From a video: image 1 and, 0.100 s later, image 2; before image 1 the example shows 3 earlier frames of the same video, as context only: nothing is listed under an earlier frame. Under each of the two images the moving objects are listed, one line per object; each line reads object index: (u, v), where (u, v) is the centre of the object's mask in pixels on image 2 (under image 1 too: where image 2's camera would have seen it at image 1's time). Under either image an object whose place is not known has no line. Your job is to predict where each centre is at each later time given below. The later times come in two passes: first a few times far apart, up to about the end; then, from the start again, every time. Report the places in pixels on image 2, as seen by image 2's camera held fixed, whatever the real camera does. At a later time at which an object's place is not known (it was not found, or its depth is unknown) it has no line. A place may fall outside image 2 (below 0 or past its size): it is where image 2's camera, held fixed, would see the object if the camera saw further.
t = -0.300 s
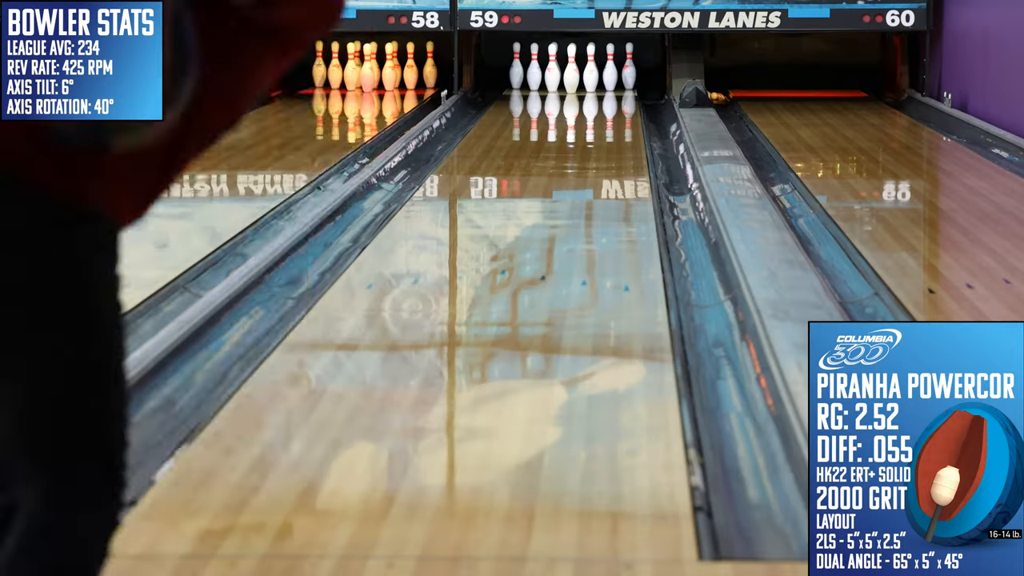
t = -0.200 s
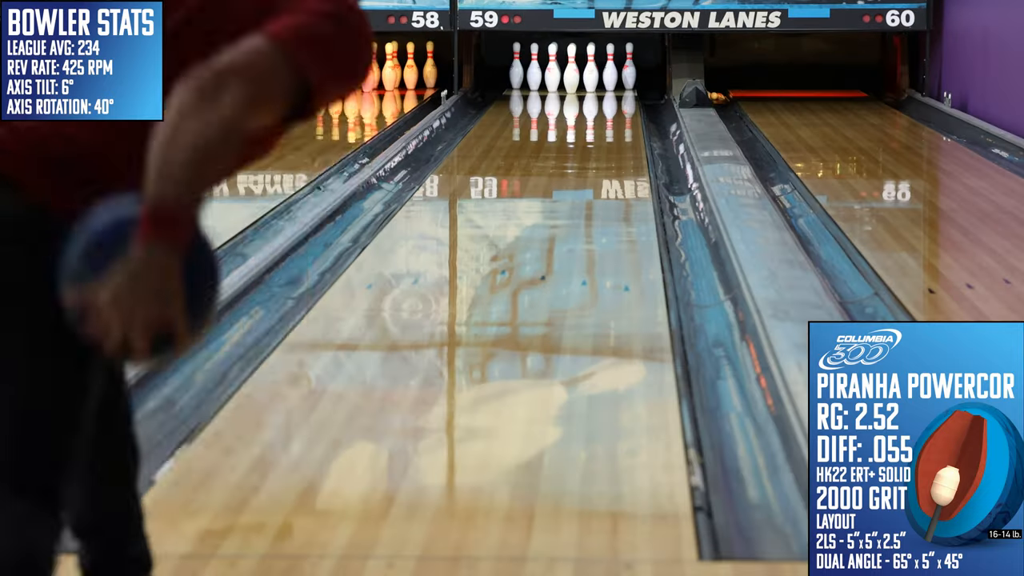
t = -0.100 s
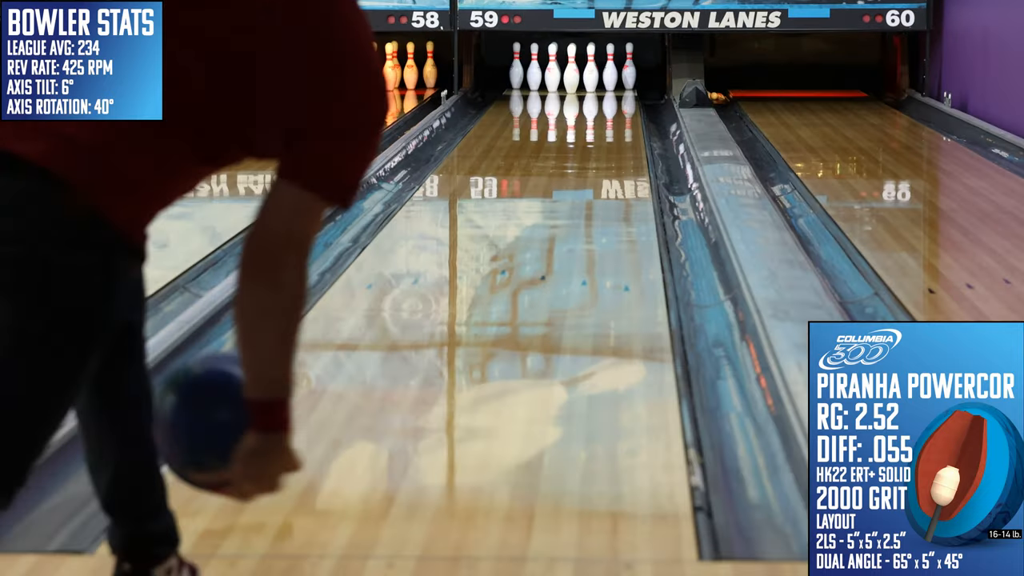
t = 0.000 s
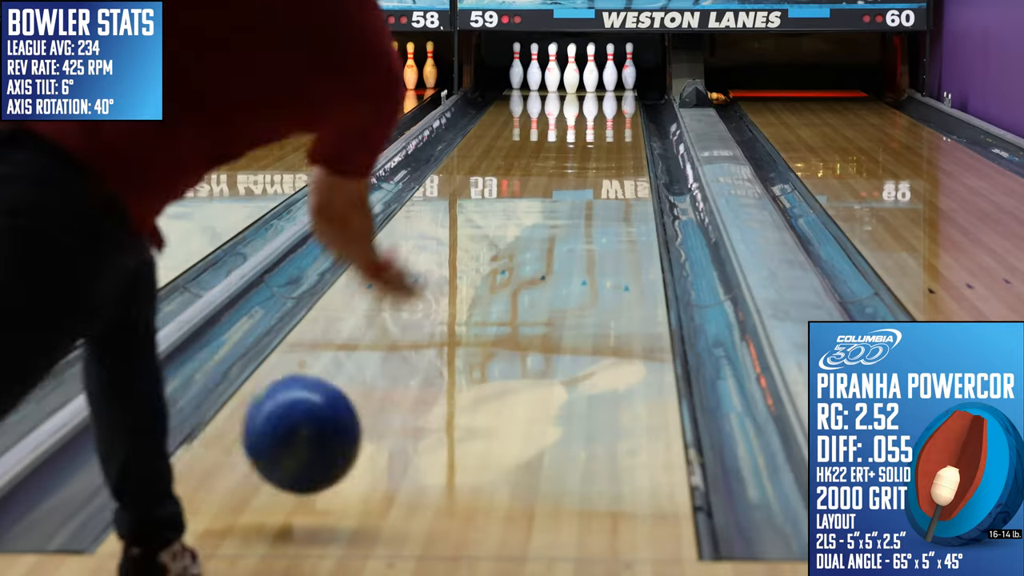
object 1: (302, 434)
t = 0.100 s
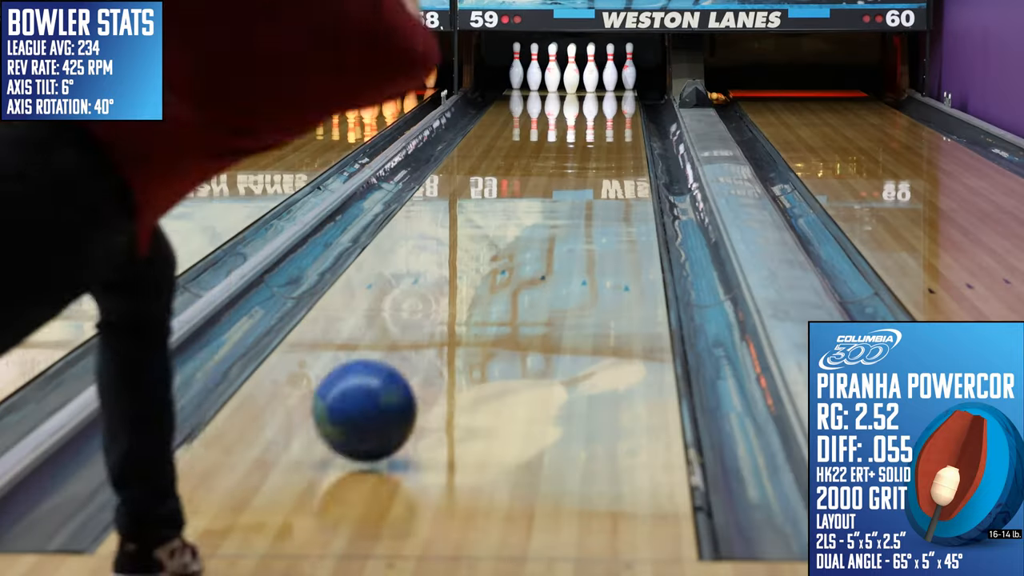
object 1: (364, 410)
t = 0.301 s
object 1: (452, 326)
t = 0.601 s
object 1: (531, 244)
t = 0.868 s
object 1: (574, 198)
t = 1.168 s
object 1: (606, 161)
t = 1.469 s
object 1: (624, 135)
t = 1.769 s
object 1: (629, 115)
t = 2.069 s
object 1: (620, 100)
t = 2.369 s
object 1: (598, 88)
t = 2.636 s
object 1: (572, 80)
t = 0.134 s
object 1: (382, 395)
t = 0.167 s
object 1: (398, 381)
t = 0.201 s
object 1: (413, 366)
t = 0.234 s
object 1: (427, 352)
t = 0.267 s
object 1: (440, 339)
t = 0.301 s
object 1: (452, 326)
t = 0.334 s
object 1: (463, 315)
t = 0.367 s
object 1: (474, 304)
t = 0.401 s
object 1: (483, 294)
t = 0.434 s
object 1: (493, 285)
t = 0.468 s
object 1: (501, 276)
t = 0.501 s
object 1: (509, 267)
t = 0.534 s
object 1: (517, 259)
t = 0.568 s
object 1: (524, 252)
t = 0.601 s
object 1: (531, 244)
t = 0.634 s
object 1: (551, 231)
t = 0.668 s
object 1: (544, 232)
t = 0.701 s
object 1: (549, 225)
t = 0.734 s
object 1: (555, 219)
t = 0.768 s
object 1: (560, 214)
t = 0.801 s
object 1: (565, 208)
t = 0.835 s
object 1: (570, 203)
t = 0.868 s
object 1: (574, 198)
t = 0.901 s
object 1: (578, 193)
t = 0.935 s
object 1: (583, 189)
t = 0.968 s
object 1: (586, 184)
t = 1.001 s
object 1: (590, 180)
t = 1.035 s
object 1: (594, 176)
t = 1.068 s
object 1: (597, 172)
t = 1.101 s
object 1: (600, 168)
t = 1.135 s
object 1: (603, 164)
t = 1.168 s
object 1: (606, 161)
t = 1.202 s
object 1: (609, 158)
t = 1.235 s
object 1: (611, 154)
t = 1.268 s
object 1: (614, 151)
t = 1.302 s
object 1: (616, 148)
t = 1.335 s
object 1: (618, 146)
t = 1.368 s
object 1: (620, 143)
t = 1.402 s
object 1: (621, 140)
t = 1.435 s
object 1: (623, 138)
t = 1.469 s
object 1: (624, 135)
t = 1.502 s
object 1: (625, 133)
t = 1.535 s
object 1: (626, 130)
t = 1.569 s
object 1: (627, 128)
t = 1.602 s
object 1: (628, 125)
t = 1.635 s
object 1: (628, 123)
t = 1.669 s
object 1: (629, 121)
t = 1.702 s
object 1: (629, 119)
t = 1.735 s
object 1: (630, 117)
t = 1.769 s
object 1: (629, 115)
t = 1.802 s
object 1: (629, 114)
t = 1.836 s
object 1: (629, 112)
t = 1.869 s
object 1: (628, 110)
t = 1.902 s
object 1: (627, 108)
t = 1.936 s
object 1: (626, 106)
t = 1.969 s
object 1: (625, 105)
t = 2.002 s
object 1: (624, 103)
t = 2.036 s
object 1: (623, 102)
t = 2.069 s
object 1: (620, 100)
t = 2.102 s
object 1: (619, 99)
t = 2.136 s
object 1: (617, 97)
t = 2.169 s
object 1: (615, 95)
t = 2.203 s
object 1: (612, 94)
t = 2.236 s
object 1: (610, 93)
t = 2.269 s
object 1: (607, 92)
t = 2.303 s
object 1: (604, 90)
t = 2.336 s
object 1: (601, 89)
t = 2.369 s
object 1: (598, 88)
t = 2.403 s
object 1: (595, 87)
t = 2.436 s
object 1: (592, 86)
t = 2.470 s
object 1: (588, 85)
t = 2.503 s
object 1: (584, 84)
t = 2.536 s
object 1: (581, 83)
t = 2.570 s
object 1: (577, 82)
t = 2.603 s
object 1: (574, 80)
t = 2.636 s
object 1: (572, 80)
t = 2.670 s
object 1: (570, 79)
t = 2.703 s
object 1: (568, 79)
